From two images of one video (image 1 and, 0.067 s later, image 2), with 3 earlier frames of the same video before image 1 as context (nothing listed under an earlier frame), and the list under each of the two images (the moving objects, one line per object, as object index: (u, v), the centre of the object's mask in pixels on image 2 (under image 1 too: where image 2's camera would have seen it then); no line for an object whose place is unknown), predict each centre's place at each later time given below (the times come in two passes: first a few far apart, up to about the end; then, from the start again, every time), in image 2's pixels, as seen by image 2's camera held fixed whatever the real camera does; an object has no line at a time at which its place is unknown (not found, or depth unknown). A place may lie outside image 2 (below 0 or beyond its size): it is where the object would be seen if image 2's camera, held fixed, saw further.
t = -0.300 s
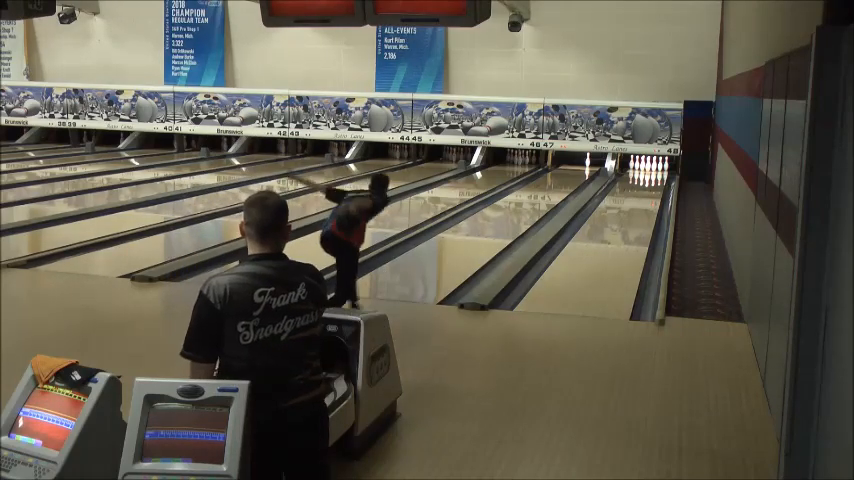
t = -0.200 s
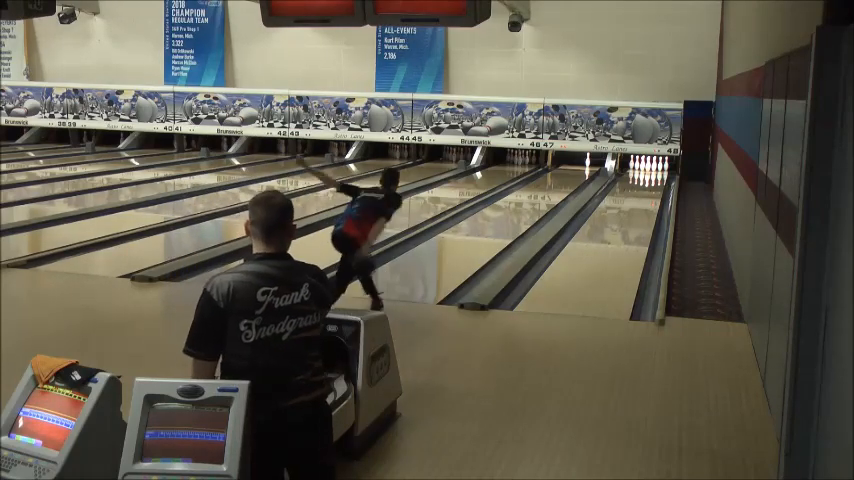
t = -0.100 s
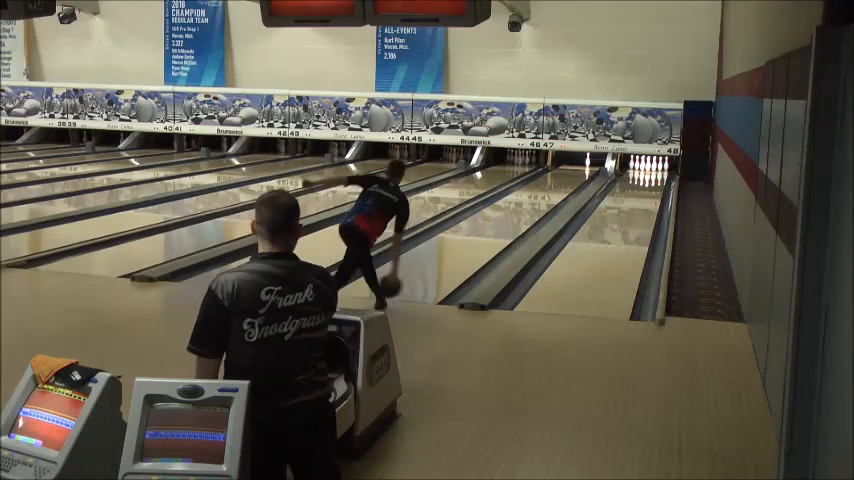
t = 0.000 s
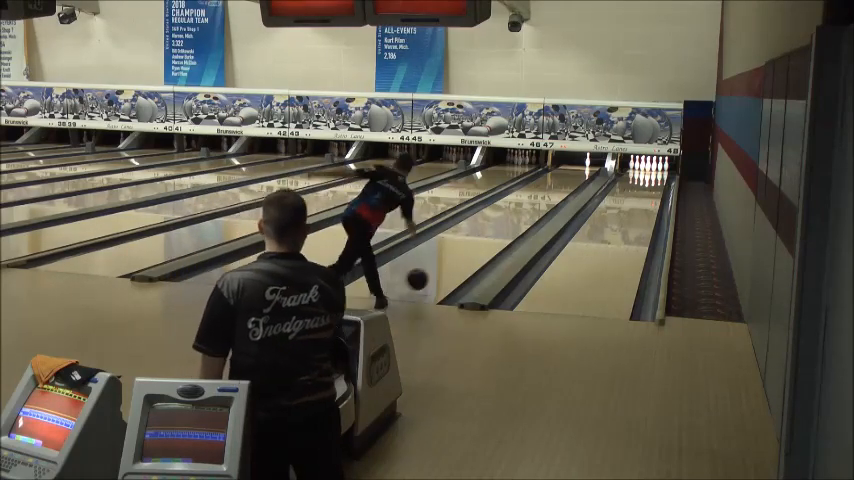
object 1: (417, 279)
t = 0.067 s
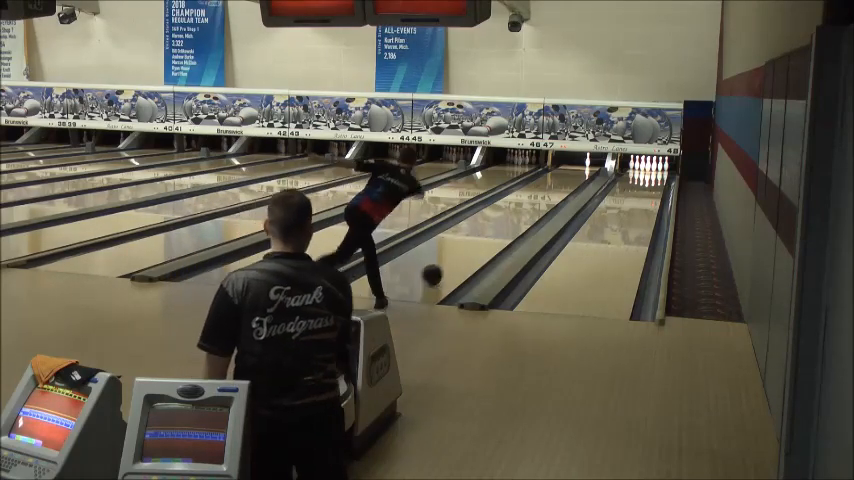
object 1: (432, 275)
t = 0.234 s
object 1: (463, 255)
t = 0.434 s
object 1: (493, 236)
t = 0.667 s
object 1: (519, 219)
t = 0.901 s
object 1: (538, 205)
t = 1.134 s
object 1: (553, 195)
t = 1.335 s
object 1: (564, 187)
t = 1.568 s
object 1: (573, 180)
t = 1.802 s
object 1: (579, 174)
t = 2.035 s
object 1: (583, 169)
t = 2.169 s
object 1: (585, 166)
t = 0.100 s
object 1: (439, 270)
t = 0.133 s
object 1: (445, 266)
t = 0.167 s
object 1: (452, 262)
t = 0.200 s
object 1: (457, 258)
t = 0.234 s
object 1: (463, 255)
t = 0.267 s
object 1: (469, 251)
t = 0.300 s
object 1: (474, 248)
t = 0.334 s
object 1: (479, 244)
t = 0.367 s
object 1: (484, 241)
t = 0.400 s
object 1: (488, 238)
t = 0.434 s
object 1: (493, 236)
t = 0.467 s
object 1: (497, 233)
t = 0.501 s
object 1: (501, 230)
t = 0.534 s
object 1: (505, 228)
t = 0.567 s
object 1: (508, 226)
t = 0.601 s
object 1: (512, 223)
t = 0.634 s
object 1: (516, 221)
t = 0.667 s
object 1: (519, 219)
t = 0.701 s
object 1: (522, 216)
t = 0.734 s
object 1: (525, 214)
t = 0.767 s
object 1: (528, 212)
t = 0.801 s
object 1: (531, 210)
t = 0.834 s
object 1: (533, 209)
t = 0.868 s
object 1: (536, 207)
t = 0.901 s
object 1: (538, 205)
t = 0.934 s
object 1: (541, 203)
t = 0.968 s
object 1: (543, 202)
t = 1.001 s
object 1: (546, 200)
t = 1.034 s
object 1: (548, 199)
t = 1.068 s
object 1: (550, 197)
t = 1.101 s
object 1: (552, 196)
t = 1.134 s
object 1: (553, 195)
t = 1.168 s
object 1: (556, 193)
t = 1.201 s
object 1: (558, 192)
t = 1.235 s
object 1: (559, 191)
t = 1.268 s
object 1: (561, 190)
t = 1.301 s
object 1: (562, 189)
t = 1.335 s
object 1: (564, 187)
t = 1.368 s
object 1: (565, 186)
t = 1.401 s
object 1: (567, 185)
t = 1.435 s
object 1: (568, 184)
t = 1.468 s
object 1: (569, 183)
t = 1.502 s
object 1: (571, 182)
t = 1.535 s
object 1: (572, 181)
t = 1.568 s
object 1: (573, 180)
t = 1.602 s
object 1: (574, 179)
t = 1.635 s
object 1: (575, 178)
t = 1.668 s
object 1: (576, 177)
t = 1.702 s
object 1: (577, 176)
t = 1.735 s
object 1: (577, 175)
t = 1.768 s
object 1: (578, 175)
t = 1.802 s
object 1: (579, 174)
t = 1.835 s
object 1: (580, 173)
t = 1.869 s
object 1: (580, 172)
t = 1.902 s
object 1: (581, 171)
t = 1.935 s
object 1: (582, 170)
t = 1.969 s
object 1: (582, 170)
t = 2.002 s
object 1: (582, 170)
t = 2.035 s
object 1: (583, 169)
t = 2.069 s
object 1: (584, 168)
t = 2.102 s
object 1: (585, 167)
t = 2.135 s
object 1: (585, 167)
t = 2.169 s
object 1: (585, 166)
